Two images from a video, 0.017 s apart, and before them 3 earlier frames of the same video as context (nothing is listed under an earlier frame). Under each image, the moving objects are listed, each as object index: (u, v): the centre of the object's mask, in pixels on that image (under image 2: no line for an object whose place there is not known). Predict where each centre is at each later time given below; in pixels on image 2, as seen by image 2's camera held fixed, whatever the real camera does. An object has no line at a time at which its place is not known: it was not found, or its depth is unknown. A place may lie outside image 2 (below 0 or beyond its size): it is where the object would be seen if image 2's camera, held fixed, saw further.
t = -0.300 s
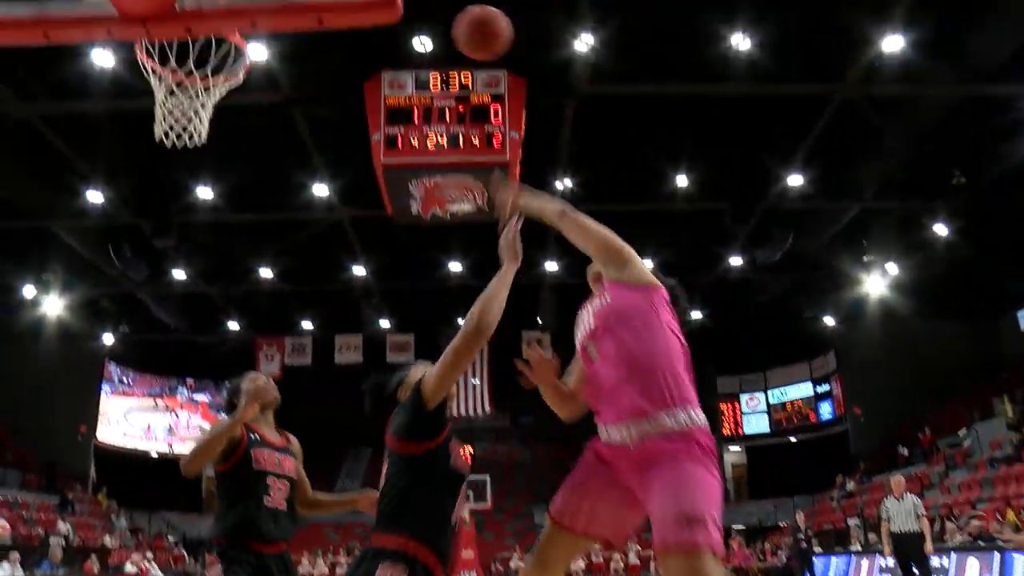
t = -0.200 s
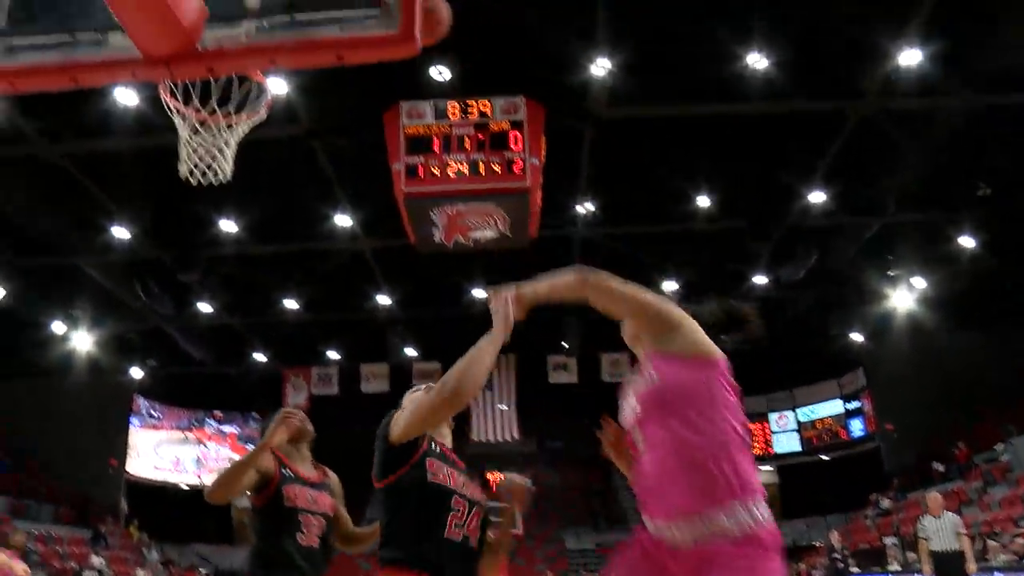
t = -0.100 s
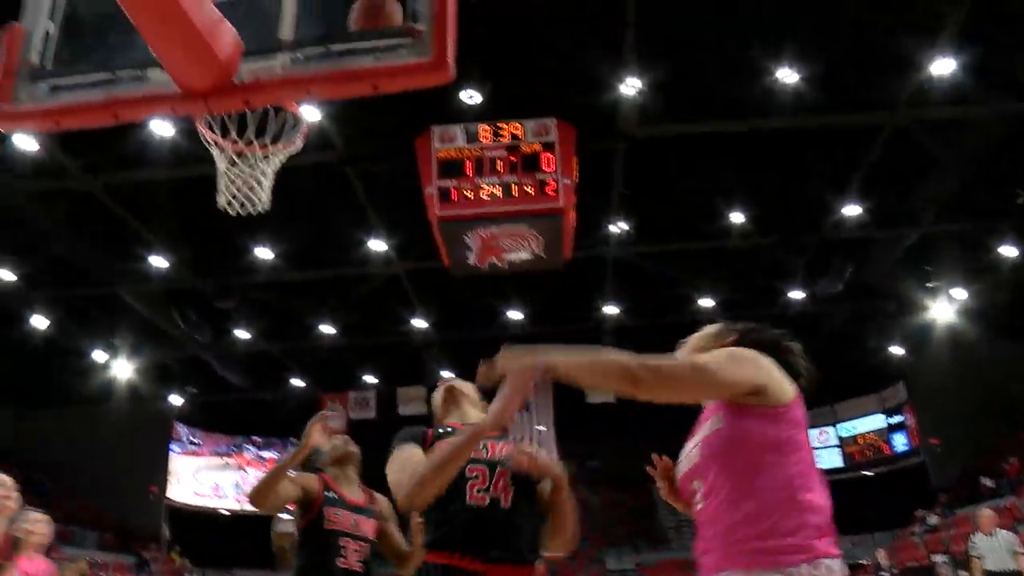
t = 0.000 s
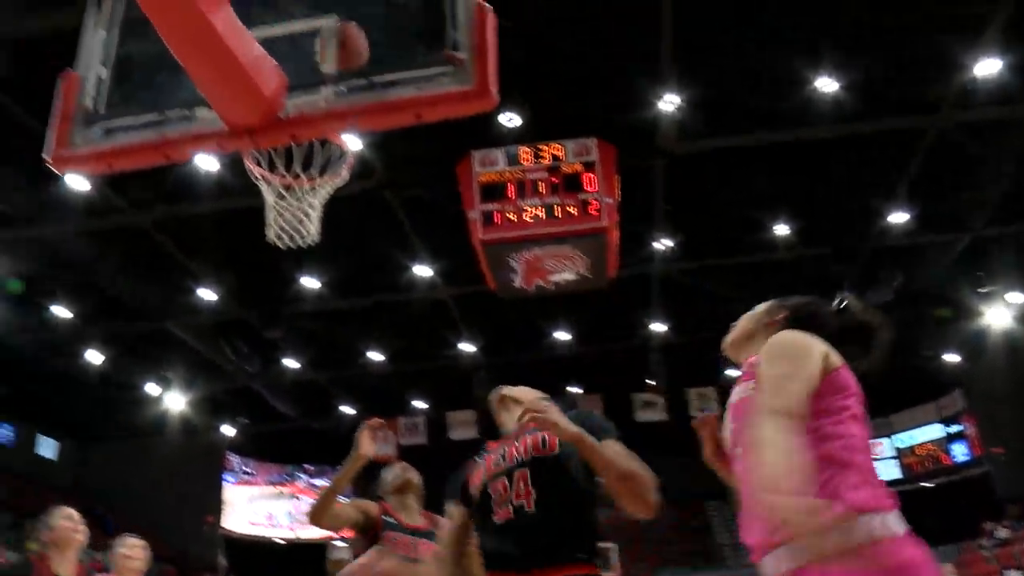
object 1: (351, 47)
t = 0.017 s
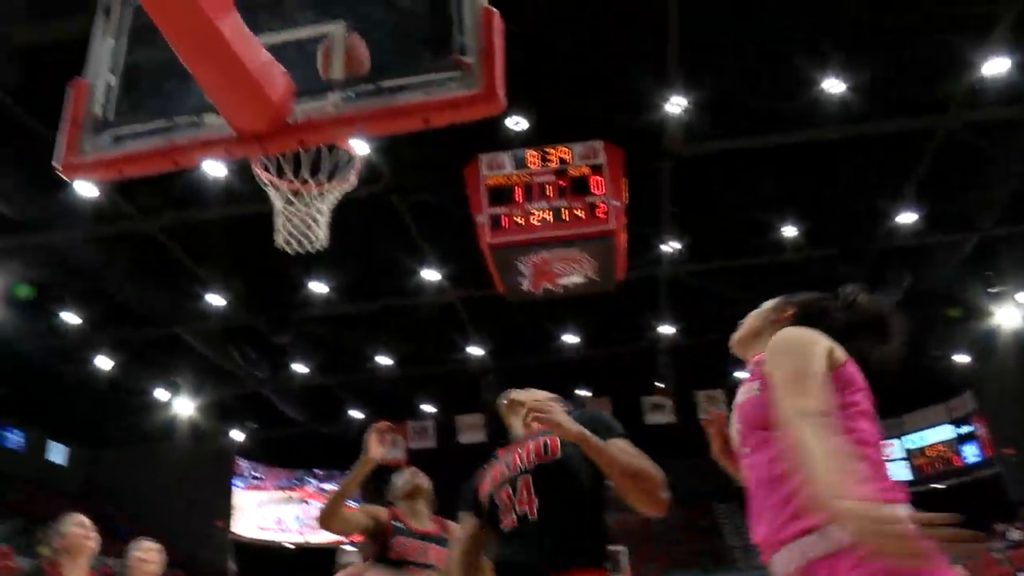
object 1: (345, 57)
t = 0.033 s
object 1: (331, 59)
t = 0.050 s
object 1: (326, 64)
